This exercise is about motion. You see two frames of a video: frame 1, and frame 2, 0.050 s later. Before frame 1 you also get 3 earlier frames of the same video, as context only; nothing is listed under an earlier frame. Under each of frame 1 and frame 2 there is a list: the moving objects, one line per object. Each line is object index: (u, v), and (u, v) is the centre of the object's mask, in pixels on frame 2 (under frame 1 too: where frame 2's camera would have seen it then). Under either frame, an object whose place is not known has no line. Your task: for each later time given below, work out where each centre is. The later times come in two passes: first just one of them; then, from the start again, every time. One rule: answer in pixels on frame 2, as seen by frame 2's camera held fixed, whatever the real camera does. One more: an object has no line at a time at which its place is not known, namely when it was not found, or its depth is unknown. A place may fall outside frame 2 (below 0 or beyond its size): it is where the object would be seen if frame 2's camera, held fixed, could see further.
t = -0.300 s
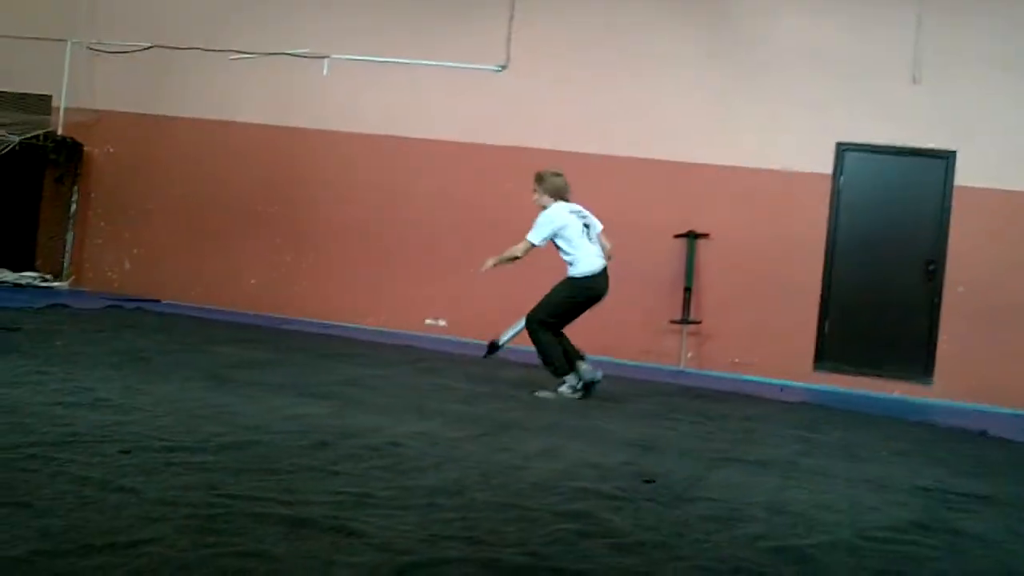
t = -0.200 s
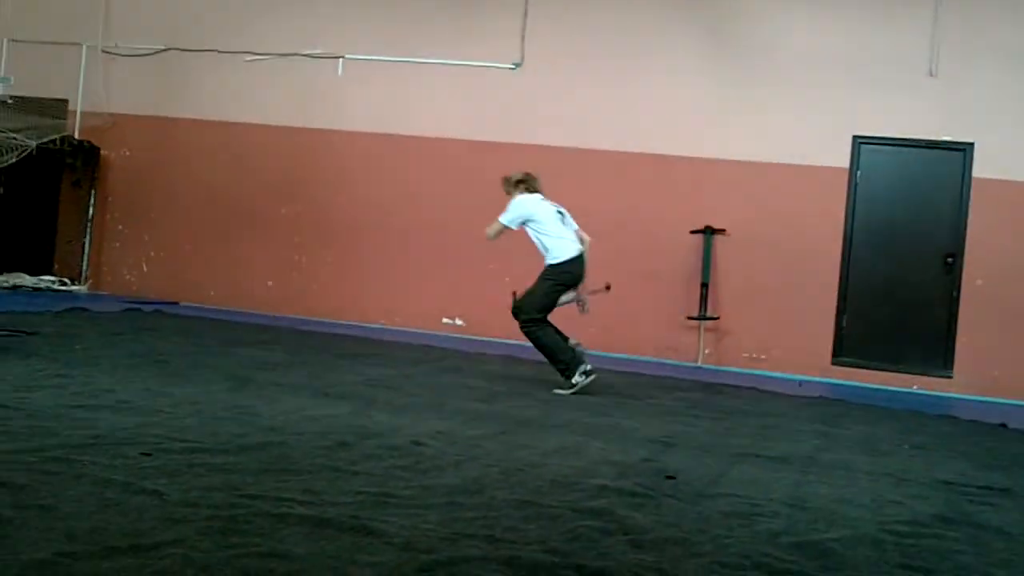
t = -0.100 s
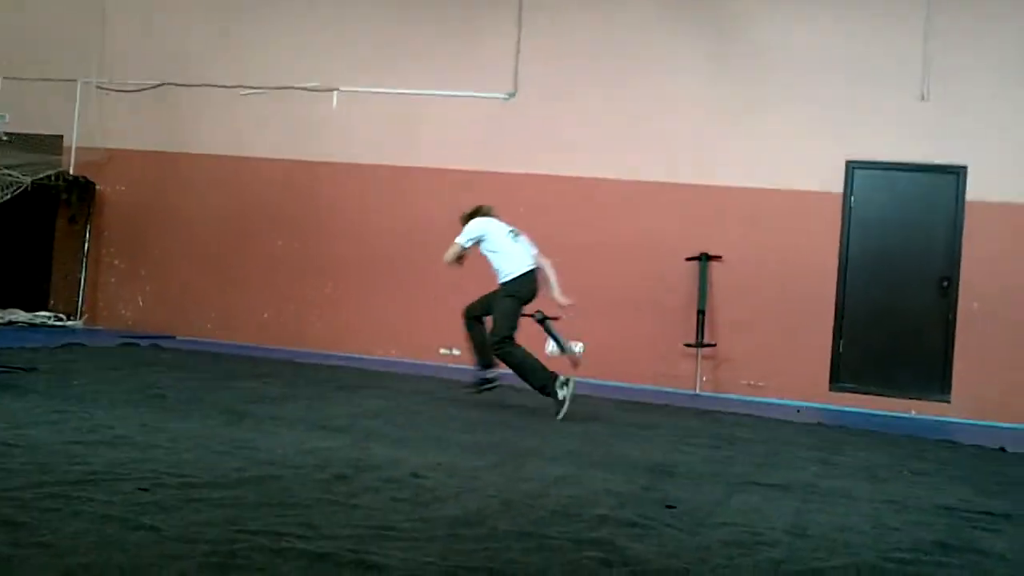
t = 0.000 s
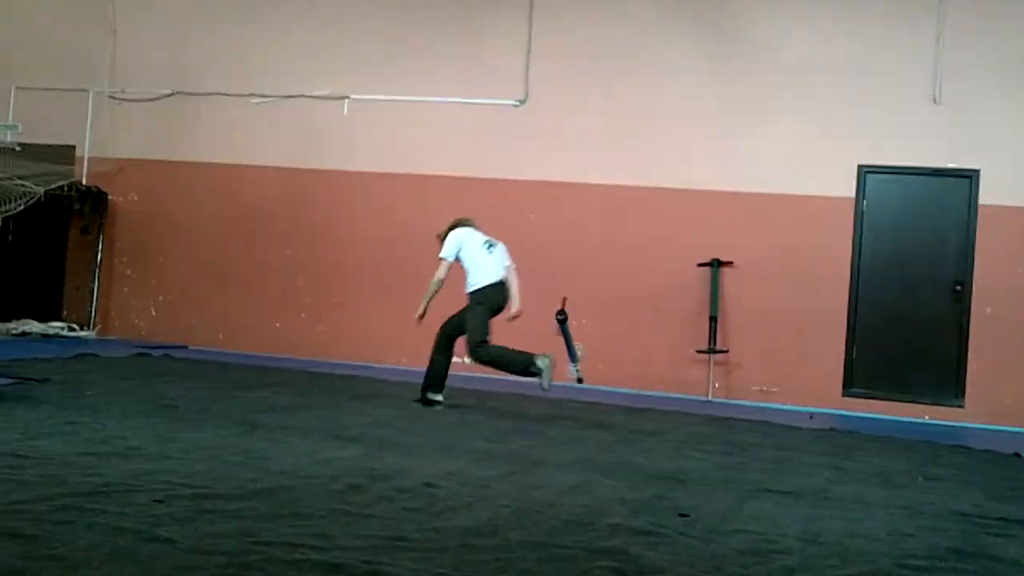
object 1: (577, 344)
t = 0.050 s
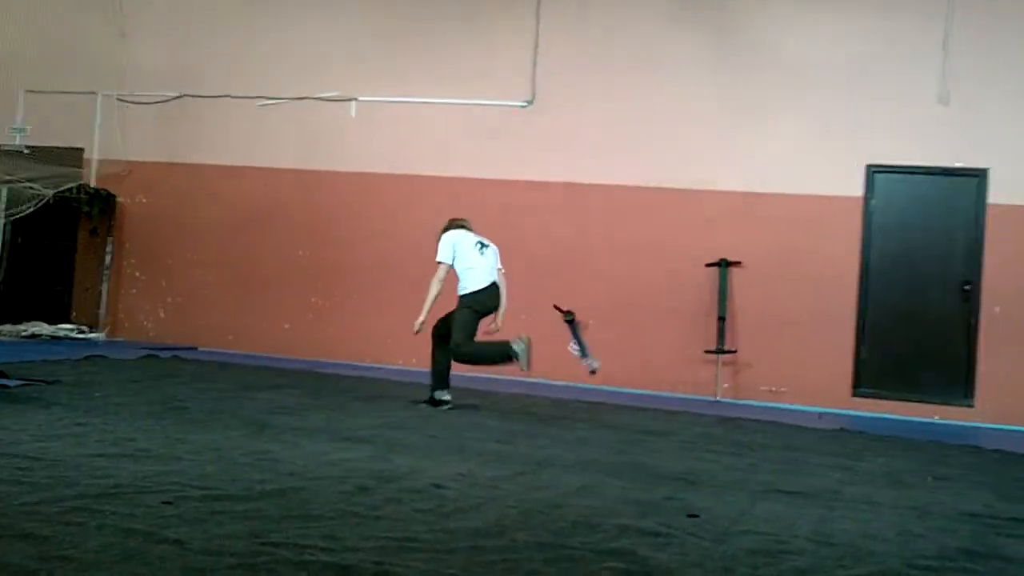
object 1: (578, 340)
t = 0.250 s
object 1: (589, 354)
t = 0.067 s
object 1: (579, 340)
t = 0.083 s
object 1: (580, 340)
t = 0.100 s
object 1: (582, 341)
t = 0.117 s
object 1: (584, 341)
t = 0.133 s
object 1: (585, 342)
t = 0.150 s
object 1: (584, 343)
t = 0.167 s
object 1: (585, 344)
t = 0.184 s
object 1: (583, 344)
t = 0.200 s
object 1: (583, 343)
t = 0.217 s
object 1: (584, 347)
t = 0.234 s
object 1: (583, 351)
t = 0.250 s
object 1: (589, 354)
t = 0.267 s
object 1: (588, 357)
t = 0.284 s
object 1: (589, 359)
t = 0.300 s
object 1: (589, 364)
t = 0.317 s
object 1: (586, 371)
